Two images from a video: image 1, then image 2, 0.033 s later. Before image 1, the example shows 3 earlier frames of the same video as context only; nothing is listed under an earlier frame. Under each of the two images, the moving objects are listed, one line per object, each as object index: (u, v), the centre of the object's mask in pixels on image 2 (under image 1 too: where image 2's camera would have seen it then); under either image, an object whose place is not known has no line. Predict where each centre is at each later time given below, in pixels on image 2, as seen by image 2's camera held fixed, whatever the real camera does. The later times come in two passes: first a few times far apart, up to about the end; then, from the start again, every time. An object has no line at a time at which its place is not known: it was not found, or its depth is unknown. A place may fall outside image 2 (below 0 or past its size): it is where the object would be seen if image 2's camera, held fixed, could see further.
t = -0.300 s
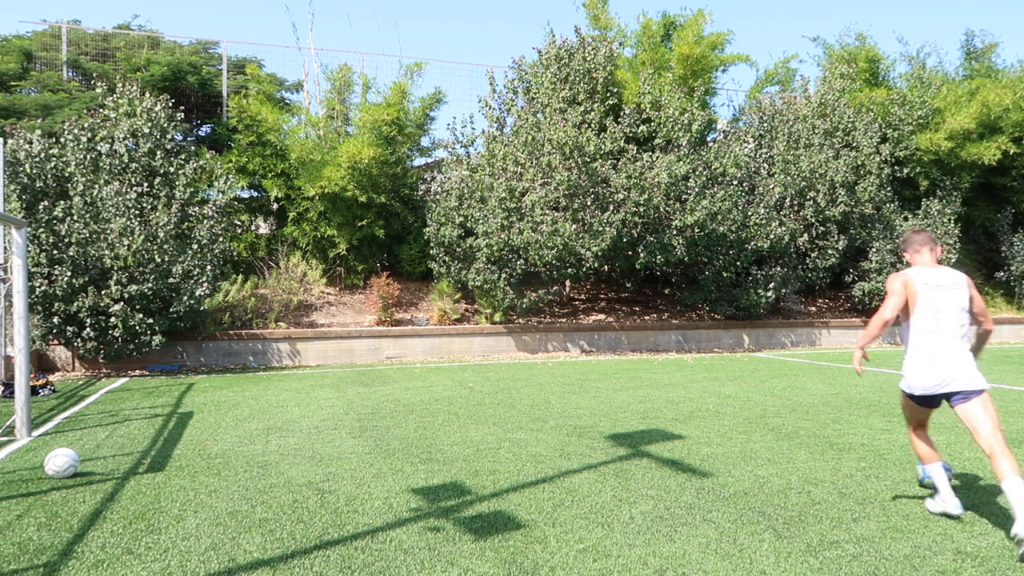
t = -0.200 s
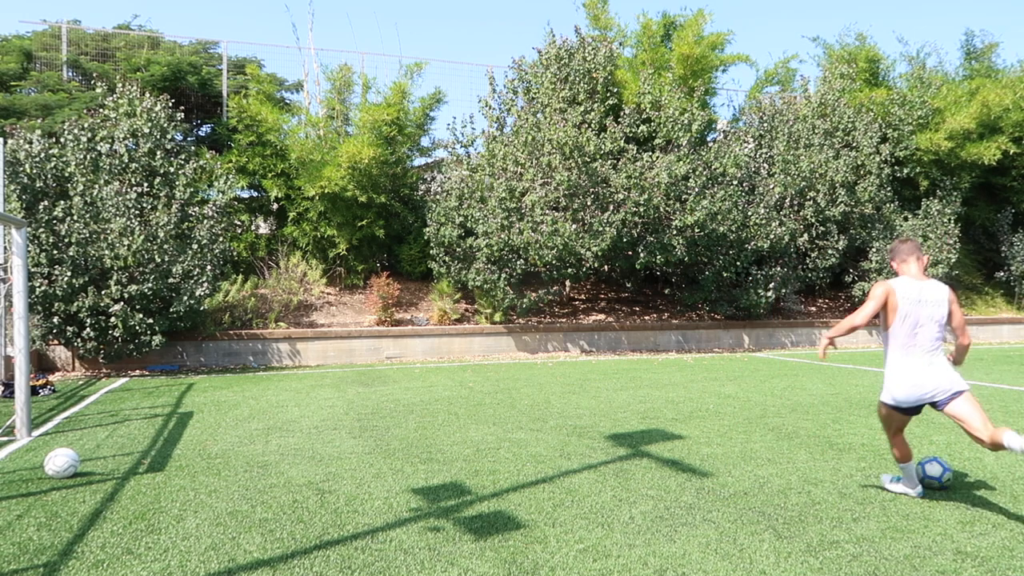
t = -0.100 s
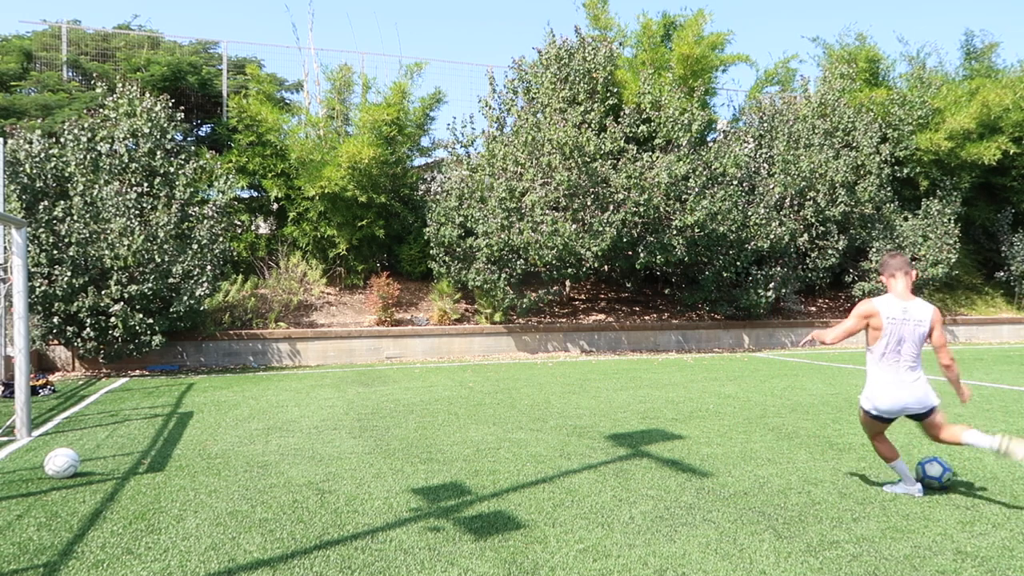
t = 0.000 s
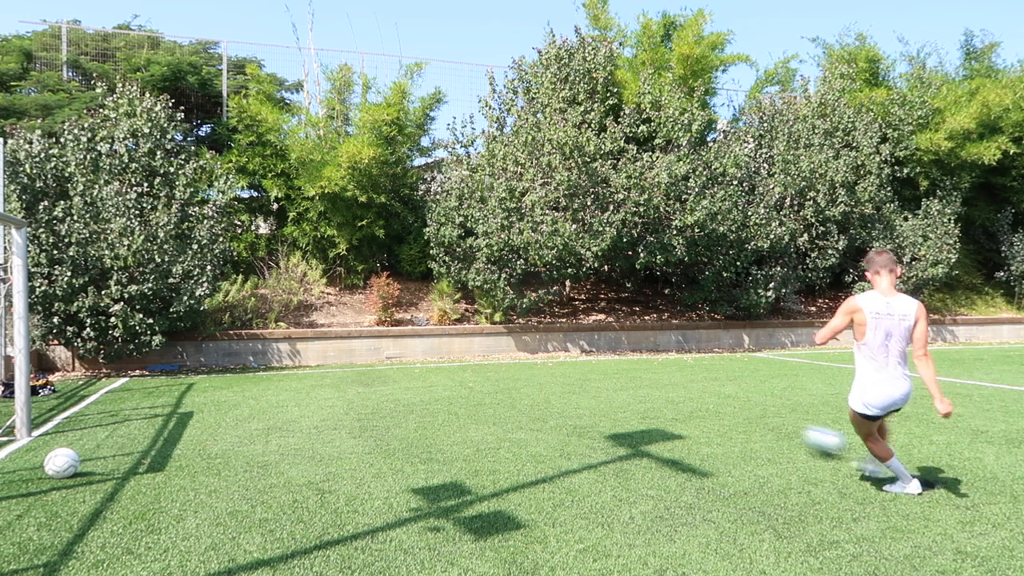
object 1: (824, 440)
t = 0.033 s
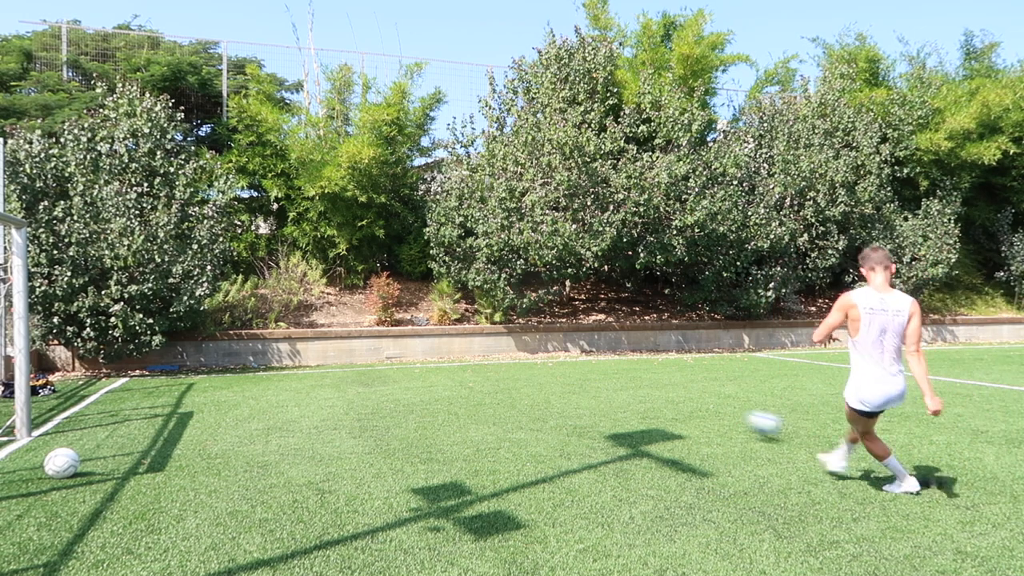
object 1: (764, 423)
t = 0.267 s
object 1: (542, 373)
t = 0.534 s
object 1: (447, 353)
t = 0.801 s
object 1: (486, 363)
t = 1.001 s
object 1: (521, 369)
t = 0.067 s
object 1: (714, 410)
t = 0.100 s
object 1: (674, 400)
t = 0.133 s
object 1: (640, 392)
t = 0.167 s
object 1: (610, 385)
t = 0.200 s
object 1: (584, 380)
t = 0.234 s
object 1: (562, 376)
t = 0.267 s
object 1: (542, 373)
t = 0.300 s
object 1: (525, 371)
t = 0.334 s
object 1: (510, 368)
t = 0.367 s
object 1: (496, 364)
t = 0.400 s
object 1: (484, 362)
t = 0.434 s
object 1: (473, 359)
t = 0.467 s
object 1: (463, 356)
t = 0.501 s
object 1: (454, 353)
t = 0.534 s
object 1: (447, 353)
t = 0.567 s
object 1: (451, 355)
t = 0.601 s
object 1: (455, 355)
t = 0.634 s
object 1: (459, 354)
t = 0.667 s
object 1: (465, 354)
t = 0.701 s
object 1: (469, 355)
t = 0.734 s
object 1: (474, 357)
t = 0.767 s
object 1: (480, 360)
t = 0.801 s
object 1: (486, 363)
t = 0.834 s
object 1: (492, 369)
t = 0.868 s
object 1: (498, 371)
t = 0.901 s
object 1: (503, 370)
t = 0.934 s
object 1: (509, 369)
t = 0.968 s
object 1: (515, 368)
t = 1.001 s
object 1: (521, 369)
